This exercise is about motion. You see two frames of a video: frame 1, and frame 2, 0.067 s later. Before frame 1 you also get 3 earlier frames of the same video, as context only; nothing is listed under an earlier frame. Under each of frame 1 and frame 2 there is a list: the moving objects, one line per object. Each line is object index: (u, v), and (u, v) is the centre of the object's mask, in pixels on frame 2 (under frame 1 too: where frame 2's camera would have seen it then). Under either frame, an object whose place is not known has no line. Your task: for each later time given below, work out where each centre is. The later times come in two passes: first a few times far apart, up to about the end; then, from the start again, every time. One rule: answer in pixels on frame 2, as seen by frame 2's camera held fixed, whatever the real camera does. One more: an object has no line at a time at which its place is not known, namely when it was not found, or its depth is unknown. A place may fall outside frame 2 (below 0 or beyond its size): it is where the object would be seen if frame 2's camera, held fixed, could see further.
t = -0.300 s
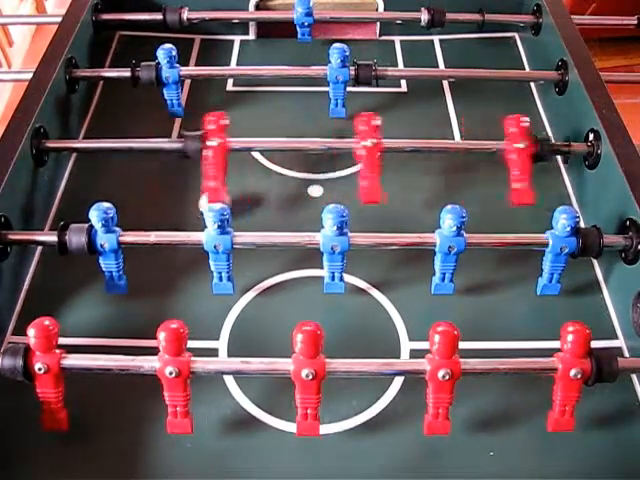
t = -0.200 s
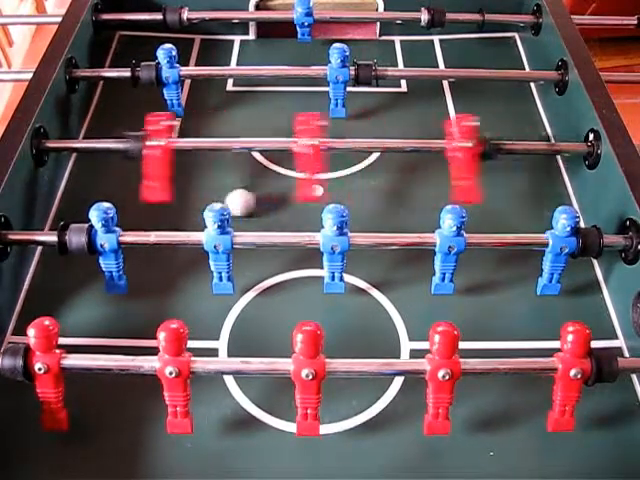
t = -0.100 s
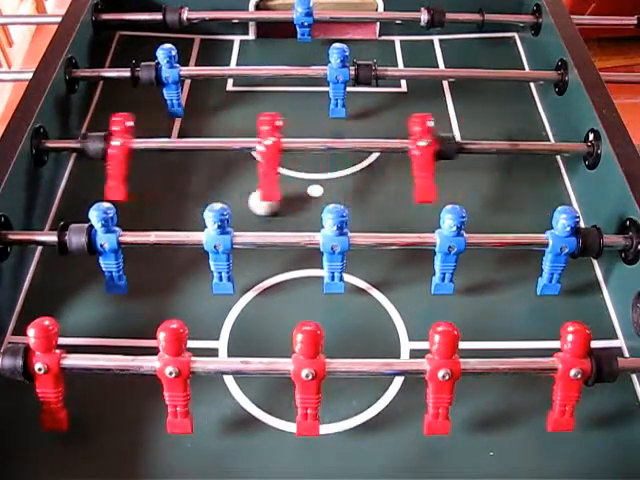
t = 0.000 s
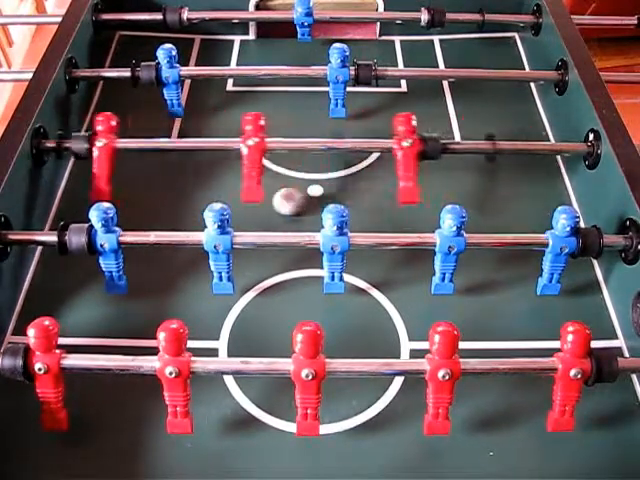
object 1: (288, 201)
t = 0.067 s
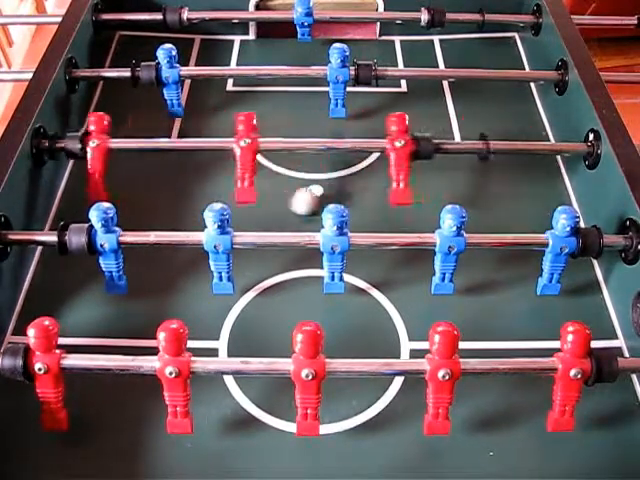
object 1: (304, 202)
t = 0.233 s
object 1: (342, 197)
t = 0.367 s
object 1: (371, 198)
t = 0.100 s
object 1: (311, 201)
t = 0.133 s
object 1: (317, 199)
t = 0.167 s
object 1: (325, 198)
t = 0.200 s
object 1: (334, 197)
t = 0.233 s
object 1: (342, 197)
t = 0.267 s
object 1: (349, 198)
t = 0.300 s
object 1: (357, 199)
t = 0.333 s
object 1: (364, 198)
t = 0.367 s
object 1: (371, 198)
